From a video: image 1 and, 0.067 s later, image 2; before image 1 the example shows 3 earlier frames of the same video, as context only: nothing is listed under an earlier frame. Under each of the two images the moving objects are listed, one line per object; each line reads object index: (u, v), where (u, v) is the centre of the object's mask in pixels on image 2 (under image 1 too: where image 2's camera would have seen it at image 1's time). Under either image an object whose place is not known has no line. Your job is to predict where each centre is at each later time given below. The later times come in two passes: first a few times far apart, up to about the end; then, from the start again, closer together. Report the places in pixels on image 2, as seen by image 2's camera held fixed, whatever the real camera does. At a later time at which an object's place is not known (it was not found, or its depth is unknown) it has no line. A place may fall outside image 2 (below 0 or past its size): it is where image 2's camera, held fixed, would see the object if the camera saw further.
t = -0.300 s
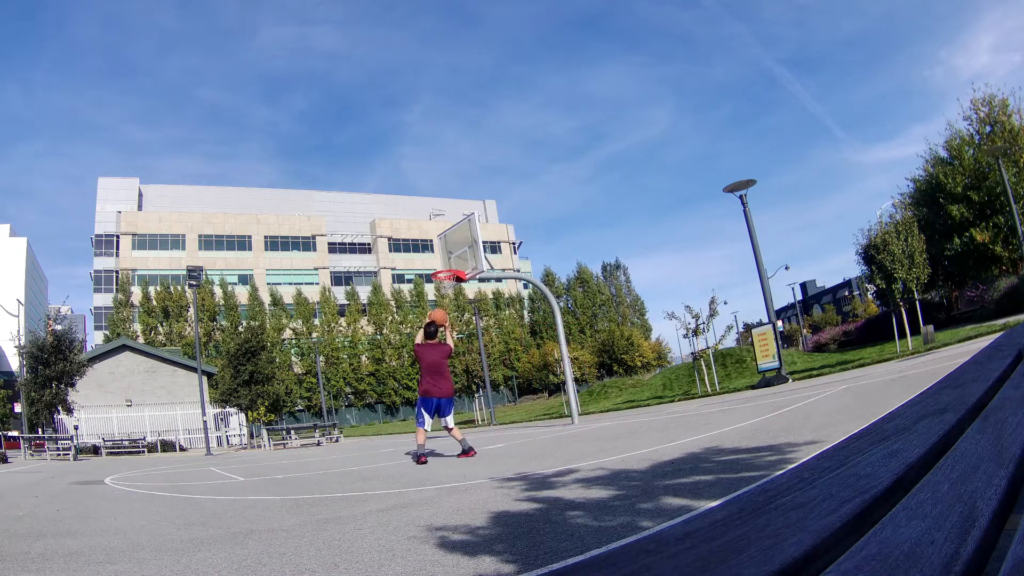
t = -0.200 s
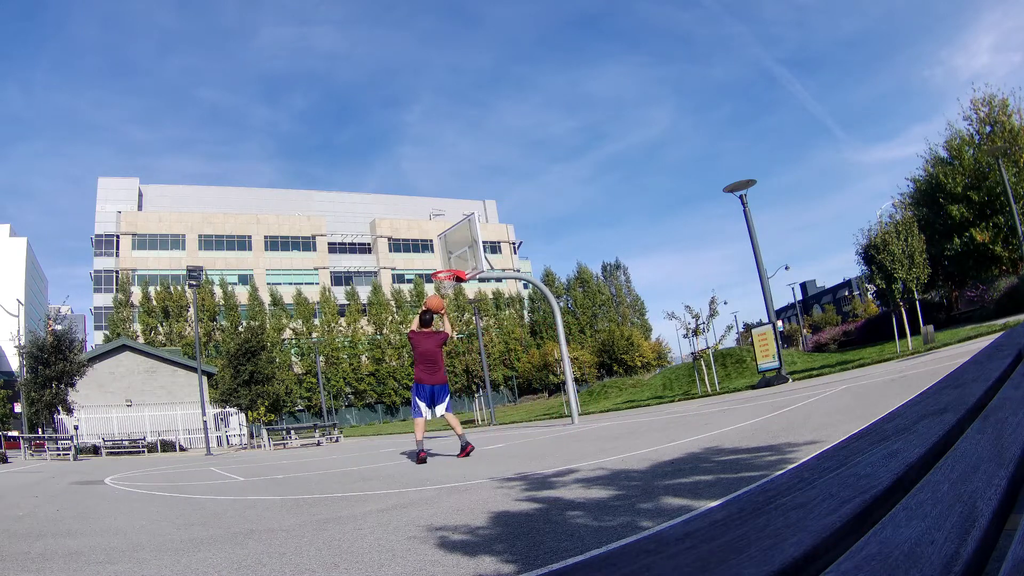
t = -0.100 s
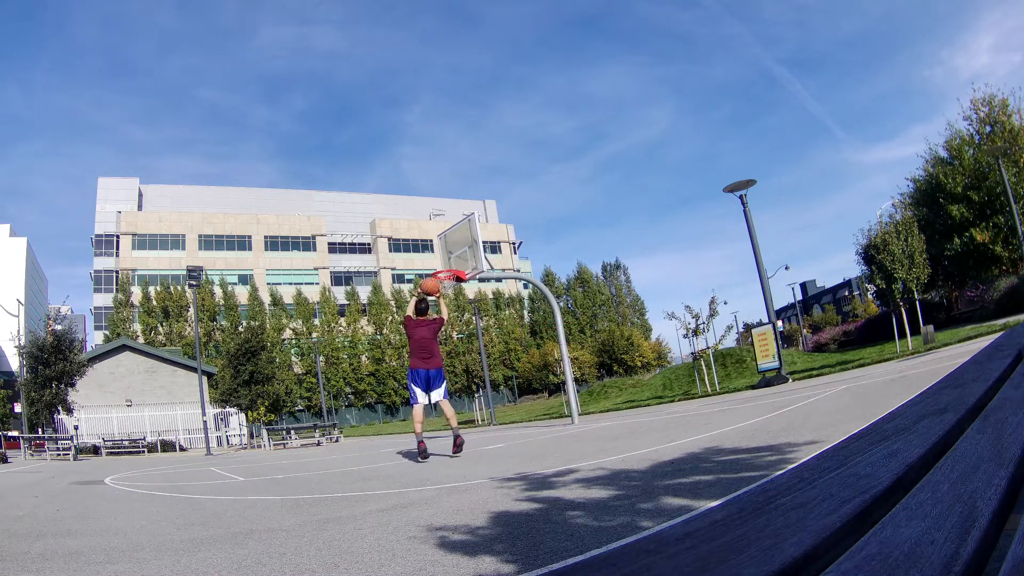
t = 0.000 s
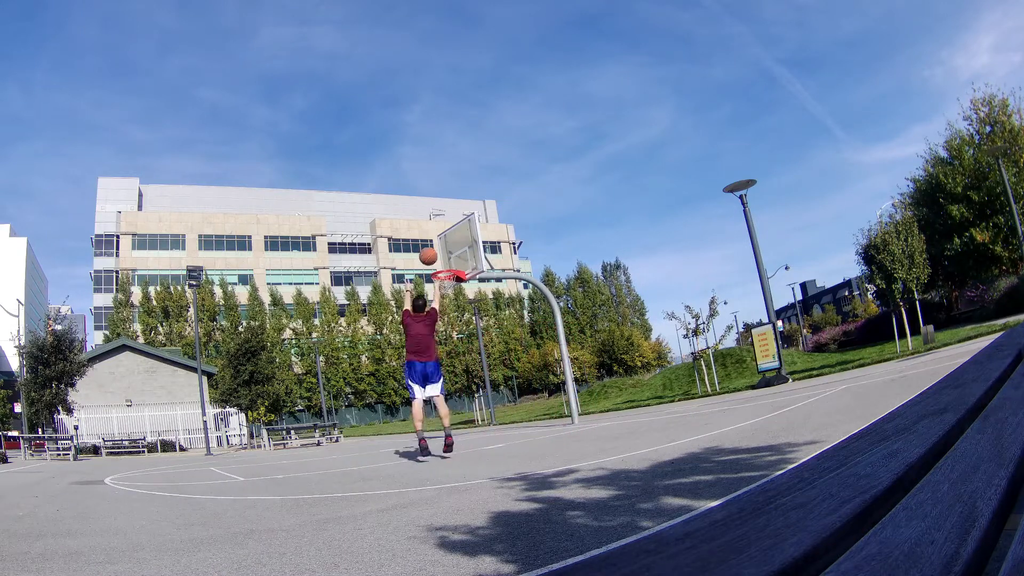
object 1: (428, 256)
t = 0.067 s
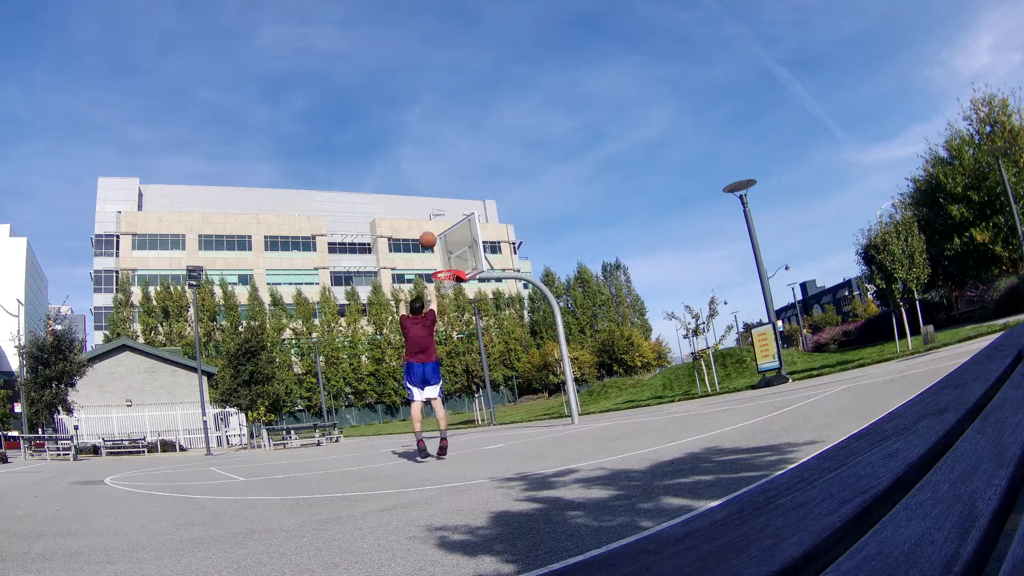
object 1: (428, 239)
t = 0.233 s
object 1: (428, 217)
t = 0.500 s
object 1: (433, 219)
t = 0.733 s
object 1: (440, 252)
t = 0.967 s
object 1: (447, 294)
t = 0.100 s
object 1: (428, 233)
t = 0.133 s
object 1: (428, 228)
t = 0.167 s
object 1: (428, 223)
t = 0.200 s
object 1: (428, 220)
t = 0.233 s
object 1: (428, 217)
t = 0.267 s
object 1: (429, 215)
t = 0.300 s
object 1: (429, 213)
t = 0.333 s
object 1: (429, 213)
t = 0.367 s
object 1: (430, 213)
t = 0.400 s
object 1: (430, 213)
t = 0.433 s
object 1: (431, 214)
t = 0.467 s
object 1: (432, 216)
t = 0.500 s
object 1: (433, 219)
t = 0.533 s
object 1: (433, 222)
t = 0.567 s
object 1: (434, 226)
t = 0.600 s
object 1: (435, 230)
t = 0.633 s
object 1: (436, 235)
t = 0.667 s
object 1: (437, 240)
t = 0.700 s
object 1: (439, 246)
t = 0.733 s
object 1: (440, 252)
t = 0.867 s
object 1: (446, 276)
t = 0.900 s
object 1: (447, 281)
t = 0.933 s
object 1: (447, 287)
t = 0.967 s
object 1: (447, 294)
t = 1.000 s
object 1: (448, 299)
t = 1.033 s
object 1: (449, 305)
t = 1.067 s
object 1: (450, 312)
